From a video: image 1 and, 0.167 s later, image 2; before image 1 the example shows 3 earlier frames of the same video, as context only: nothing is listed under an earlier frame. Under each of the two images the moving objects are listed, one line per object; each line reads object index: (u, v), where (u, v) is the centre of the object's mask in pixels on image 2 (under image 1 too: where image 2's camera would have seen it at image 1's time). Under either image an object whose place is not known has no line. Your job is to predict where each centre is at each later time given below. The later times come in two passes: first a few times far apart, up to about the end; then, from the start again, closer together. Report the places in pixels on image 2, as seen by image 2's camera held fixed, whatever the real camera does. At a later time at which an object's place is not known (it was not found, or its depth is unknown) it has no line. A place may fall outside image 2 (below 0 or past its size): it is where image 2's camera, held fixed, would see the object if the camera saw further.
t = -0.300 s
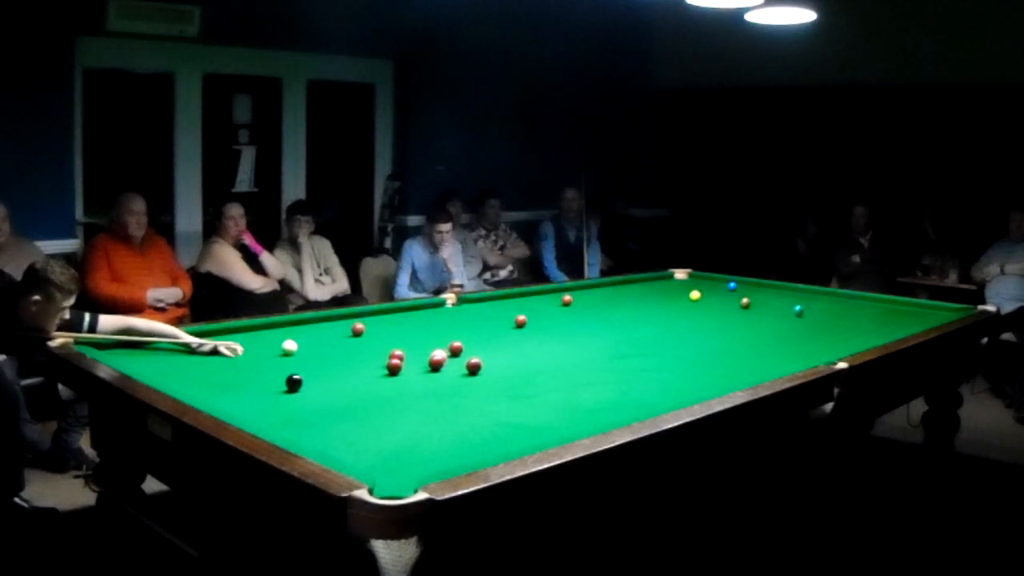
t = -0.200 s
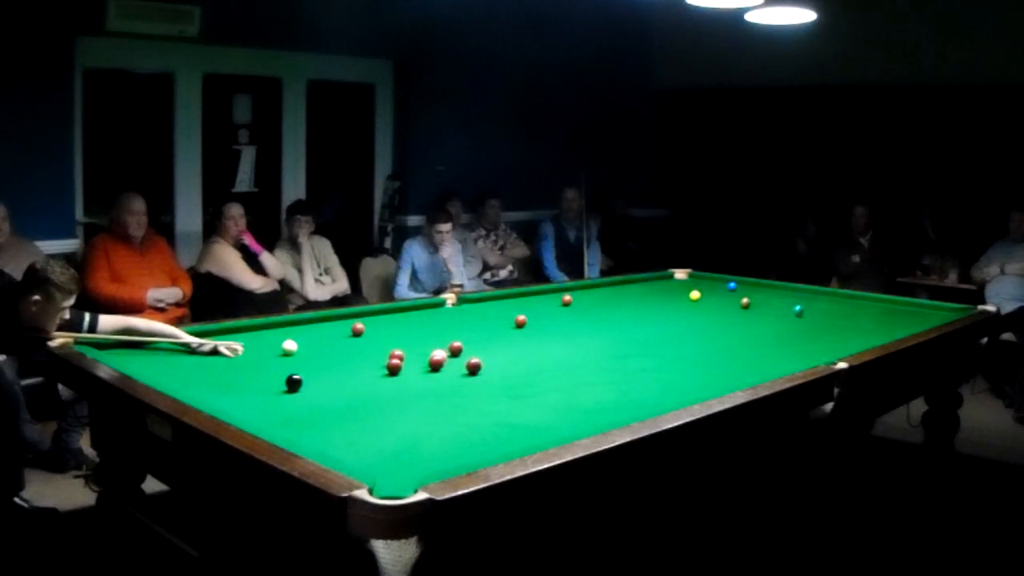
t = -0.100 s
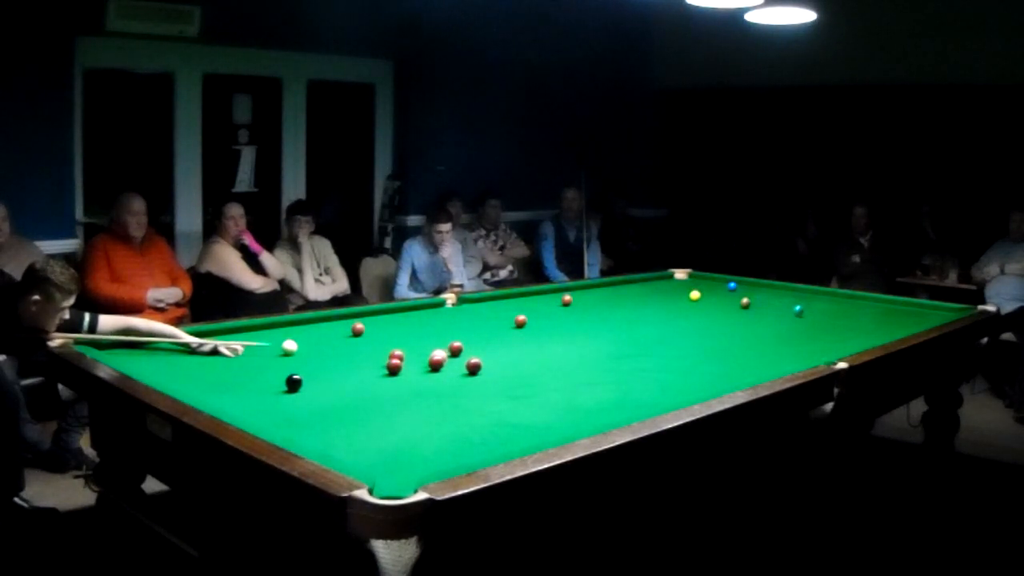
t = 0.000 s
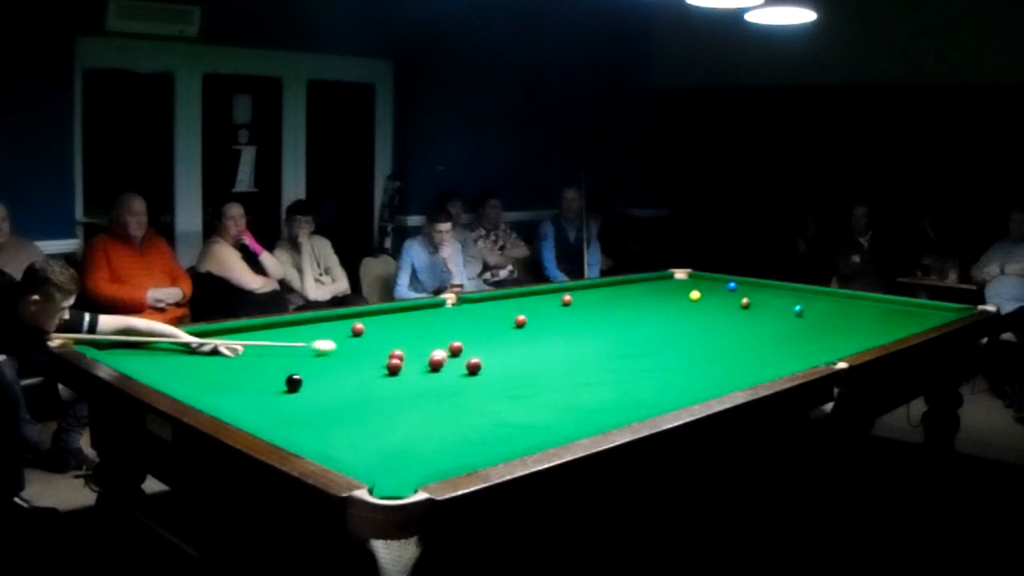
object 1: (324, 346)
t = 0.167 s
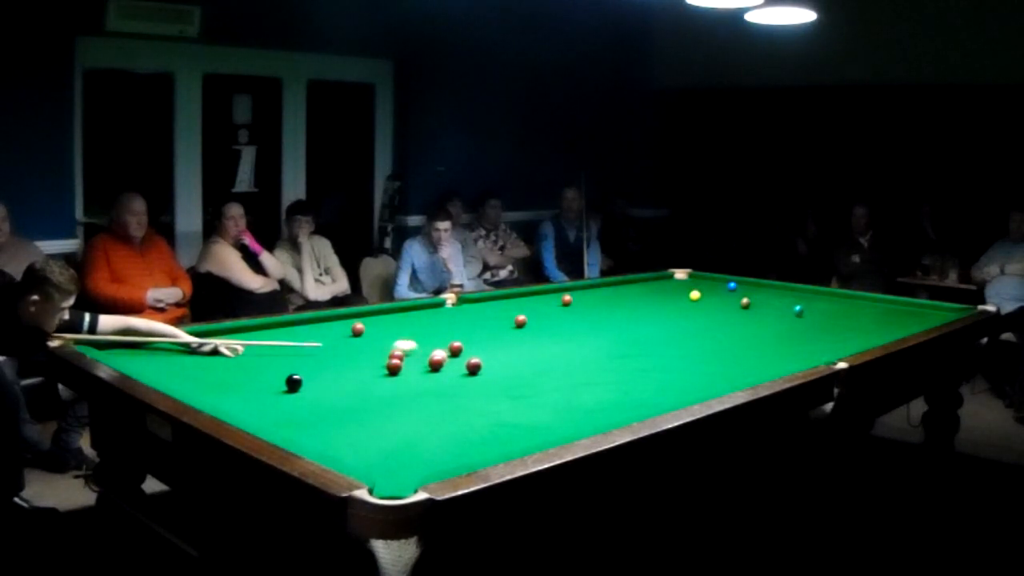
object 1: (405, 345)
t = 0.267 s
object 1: (442, 345)
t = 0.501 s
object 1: (468, 341)
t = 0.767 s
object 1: (503, 338)
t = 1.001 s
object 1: (532, 334)
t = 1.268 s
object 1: (562, 331)
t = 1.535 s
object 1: (589, 328)
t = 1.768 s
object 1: (610, 326)
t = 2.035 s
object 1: (633, 324)
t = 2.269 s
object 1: (651, 321)
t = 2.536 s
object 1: (671, 319)
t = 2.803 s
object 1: (688, 317)
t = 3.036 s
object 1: (702, 316)
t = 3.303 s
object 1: (716, 314)
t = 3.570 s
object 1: (728, 313)
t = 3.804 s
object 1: (738, 312)
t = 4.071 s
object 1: (748, 311)
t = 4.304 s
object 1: (755, 309)
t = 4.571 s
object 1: (763, 309)
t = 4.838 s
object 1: (768, 308)
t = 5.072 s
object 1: (772, 307)
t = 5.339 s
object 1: (777, 307)
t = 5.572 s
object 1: (779, 307)
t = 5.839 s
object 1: (782, 307)
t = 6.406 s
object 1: (782, 306)
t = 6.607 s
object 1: (783, 306)
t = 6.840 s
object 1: (783, 306)
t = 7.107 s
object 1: (783, 306)
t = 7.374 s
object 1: (783, 306)
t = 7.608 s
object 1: (782, 306)
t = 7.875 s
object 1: (783, 306)
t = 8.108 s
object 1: (783, 306)
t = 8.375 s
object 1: (783, 306)
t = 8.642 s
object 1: (783, 306)
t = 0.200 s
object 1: (421, 345)
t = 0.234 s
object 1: (436, 345)
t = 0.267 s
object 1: (442, 345)
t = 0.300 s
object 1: (444, 344)
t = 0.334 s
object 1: (447, 344)
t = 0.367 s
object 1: (450, 344)
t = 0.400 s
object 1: (454, 343)
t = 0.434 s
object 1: (459, 343)
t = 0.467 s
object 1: (464, 342)
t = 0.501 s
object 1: (468, 341)
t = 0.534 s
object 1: (473, 341)
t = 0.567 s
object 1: (477, 341)
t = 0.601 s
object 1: (482, 340)
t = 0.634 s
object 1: (486, 339)
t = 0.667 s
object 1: (490, 339)
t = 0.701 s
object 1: (495, 338)
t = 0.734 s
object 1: (499, 338)
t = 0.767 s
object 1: (503, 338)
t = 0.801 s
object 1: (508, 337)
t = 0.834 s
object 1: (512, 337)
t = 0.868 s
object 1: (516, 336)
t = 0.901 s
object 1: (520, 336)
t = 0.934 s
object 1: (524, 336)
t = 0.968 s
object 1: (528, 335)
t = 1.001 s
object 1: (532, 334)
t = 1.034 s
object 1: (536, 334)
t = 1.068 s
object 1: (540, 334)
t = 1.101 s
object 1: (543, 333)
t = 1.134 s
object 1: (547, 333)
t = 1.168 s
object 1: (551, 332)
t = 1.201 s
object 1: (554, 332)
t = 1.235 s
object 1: (558, 331)
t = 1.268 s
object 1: (562, 331)
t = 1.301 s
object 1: (565, 331)
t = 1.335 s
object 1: (569, 330)
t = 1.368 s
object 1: (572, 330)
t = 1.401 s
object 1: (576, 329)
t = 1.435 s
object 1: (579, 329)
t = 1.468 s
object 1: (582, 329)
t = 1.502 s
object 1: (585, 329)
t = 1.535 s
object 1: (589, 328)
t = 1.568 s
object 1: (592, 328)
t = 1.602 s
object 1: (595, 327)
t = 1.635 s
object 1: (598, 327)
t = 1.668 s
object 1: (601, 327)
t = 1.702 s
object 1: (605, 326)
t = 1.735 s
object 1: (608, 326)
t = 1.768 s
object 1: (610, 326)
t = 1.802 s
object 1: (614, 326)
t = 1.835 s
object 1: (617, 325)
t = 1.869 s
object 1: (619, 325)
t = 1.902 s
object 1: (622, 325)
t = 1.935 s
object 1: (625, 324)
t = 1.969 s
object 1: (628, 324)
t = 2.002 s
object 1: (631, 324)
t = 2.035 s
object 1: (633, 324)
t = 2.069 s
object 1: (636, 323)
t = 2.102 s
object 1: (639, 323)
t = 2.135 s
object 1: (641, 323)
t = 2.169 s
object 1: (644, 322)
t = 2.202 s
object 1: (647, 322)
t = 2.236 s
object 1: (649, 322)
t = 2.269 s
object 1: (651, 321)
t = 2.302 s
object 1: (654, 321)
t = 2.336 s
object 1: (656, 321)
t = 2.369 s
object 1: (659, 321)
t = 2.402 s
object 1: (661, 321)
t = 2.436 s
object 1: (664, 320)
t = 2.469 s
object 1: (666, 320)
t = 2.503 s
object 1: (669, 320)
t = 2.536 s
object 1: (671, 319)
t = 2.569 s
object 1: (673, 319)
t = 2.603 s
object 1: (675, 319)
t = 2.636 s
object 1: (677, 318)
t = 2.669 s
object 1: (680, 318)
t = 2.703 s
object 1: (682, 318)
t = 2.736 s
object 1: (684, 318)
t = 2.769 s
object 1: (686, 318)
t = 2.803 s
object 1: (688, 317)
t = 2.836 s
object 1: (690, 317)
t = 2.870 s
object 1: (692, 317)
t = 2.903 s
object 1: (694, 317)
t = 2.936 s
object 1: (696, 316)
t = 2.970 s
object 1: (698, 316)
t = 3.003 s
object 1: (700, 316)
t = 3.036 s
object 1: (702, 316)
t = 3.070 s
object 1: (704, 316)
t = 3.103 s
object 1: (706, 315)
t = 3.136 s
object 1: (707, 315)
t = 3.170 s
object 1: (709, 315)
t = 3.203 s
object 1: (711, 315)
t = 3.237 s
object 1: (713, 315)
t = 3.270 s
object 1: (714, 314)
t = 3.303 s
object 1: (716, 314)
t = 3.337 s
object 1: (718, 314)
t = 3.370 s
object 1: (719, 314)
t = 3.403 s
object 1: (721, 314)
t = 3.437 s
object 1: (722, 314)
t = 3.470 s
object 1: (724, 313)
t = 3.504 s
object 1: (725, 313)
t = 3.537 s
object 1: (727, 313)
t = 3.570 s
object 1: (728, 313)
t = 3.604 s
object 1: (730, 313)
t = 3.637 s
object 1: (731, 313)
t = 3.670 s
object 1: (733, 312)
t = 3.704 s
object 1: (734, 312)
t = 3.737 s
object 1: (735, 312)
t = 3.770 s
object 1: (736, 312)
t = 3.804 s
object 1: (738, 312)
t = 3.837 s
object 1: (739, 312)
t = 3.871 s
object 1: (741, 312)
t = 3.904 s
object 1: (741, 311)
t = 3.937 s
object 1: (743, 311)
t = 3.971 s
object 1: (744, 311)
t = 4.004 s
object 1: (745, 311)
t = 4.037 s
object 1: (747, 311)
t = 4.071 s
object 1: (748, 311)
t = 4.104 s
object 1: (749, 310)
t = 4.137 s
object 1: (750, 310)
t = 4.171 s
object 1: (751, 310)
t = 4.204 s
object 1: (752, 310)
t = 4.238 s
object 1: (753, 310)
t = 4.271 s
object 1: (754, 309)
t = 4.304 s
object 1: (755, 309)
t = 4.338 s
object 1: (756, 309)
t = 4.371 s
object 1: (757, 309)
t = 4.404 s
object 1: (758, 309)
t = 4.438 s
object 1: (759, 309)
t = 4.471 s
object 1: (760, 309)
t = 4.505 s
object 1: (761, 309)
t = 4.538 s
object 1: (762, 309)
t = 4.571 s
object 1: (763, 309)
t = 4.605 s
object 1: (763, 308)
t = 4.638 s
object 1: (764, 309)
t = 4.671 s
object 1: (765, 308)
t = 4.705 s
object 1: (765, 308)
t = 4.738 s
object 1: (766, 308)
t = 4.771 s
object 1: (767, 308)
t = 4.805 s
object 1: (768, 308)
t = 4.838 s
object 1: (768, 308)
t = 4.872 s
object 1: (769, 308)
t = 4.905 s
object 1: (769, 308)
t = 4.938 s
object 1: (770, 308)
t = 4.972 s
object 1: (771, 308)
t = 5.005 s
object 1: (771, 307)
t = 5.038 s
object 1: (772, 307)
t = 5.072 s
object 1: (772, 307)
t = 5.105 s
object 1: (773, 307)
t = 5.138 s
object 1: (774, 307)
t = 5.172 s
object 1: (774, 307)
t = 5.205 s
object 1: (775, 307)
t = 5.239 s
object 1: (775, 307)
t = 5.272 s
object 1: (776, 307)
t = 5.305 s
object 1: (776, 307)
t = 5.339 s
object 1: (777, 307)
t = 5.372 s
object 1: (777, 307)
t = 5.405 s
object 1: (777, 307)
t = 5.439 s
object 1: (778, 307)
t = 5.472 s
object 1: (778, 307)
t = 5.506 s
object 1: (779, 307)
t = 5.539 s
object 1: (779, 307)
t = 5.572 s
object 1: (779, 307)
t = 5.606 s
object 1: (780, 307)
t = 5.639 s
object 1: (780, 306)
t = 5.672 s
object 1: (780, 306)
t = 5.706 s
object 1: (781, 306)
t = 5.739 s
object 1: (781, 306)
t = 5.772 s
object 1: (781, 307)
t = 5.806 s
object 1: (781, 306)
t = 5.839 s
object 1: (782, 307)
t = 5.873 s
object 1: (782, 307)
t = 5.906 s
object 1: (782, 307)
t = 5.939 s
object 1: (782, 307)
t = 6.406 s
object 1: (782, 306)
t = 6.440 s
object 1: (783, 306)
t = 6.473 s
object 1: (783, 306)
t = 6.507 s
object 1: (783, 306)
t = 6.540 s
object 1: (783, 306)
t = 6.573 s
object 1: (783, 306)
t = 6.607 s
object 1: (783, 306)
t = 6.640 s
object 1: (783, 306)
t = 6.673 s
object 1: (783, 306)
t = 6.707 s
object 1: (783, 306)
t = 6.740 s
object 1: (783, 306)
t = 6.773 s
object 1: (783, 306)
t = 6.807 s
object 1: (783, 306)
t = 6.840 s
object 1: (783, 306)
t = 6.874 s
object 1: (783, 306)
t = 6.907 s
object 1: (783, 306)
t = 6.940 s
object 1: (783, 306)
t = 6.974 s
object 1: (783, 306)
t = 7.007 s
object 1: (783, 306)
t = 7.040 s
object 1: (783, 306)
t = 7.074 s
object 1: (783, 306)
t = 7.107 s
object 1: (783, 306)
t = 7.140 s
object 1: (783, 306)
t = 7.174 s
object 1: (783, 306)
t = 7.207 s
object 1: (783, 306)
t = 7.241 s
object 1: (783, 306)
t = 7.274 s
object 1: (783, 306)
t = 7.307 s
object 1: (783, 306)
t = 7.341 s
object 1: (783, 306)
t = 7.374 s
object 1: (783, 306)
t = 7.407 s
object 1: (782, 306)
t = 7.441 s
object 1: (783, 306)
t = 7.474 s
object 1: (782, 306)
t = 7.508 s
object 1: (783, 306)
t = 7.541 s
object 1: (783, 306)
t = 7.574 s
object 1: (783, 306)
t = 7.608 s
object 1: (782, 306)
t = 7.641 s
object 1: (783, 306)
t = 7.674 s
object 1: (783, 306)
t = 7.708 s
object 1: (783, 306)
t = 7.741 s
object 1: (783, 306)
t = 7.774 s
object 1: (783, 306)
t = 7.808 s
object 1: (783, 306)
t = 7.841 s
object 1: (783, 306)
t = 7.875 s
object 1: (783, 306)
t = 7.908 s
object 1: (783, 306)
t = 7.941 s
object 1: (783, 306)
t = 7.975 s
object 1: (783, 306)
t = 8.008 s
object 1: (783, 306)
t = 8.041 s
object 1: (783, 306)
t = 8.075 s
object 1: (783, 306)
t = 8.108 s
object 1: (783, 306)
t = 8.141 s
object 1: (783, 306)
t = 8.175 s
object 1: (783, 306)
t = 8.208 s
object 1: (783, 306)
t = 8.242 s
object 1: (783, 306)
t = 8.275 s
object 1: (783, 306)
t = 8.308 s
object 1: (783, 306)
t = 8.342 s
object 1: (783, 306)
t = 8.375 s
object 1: (783, 306)
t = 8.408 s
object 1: (783, 306)
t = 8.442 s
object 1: (783, 306)
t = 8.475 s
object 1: (783, 306)
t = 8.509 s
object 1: (783, 306)
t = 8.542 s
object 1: (783, 306)
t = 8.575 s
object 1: (783, 306)
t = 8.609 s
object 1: (783, 306)
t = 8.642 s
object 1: (783, 306)
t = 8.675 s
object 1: (783, 306)
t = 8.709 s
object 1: (783, 306)
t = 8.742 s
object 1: (783, 306)
